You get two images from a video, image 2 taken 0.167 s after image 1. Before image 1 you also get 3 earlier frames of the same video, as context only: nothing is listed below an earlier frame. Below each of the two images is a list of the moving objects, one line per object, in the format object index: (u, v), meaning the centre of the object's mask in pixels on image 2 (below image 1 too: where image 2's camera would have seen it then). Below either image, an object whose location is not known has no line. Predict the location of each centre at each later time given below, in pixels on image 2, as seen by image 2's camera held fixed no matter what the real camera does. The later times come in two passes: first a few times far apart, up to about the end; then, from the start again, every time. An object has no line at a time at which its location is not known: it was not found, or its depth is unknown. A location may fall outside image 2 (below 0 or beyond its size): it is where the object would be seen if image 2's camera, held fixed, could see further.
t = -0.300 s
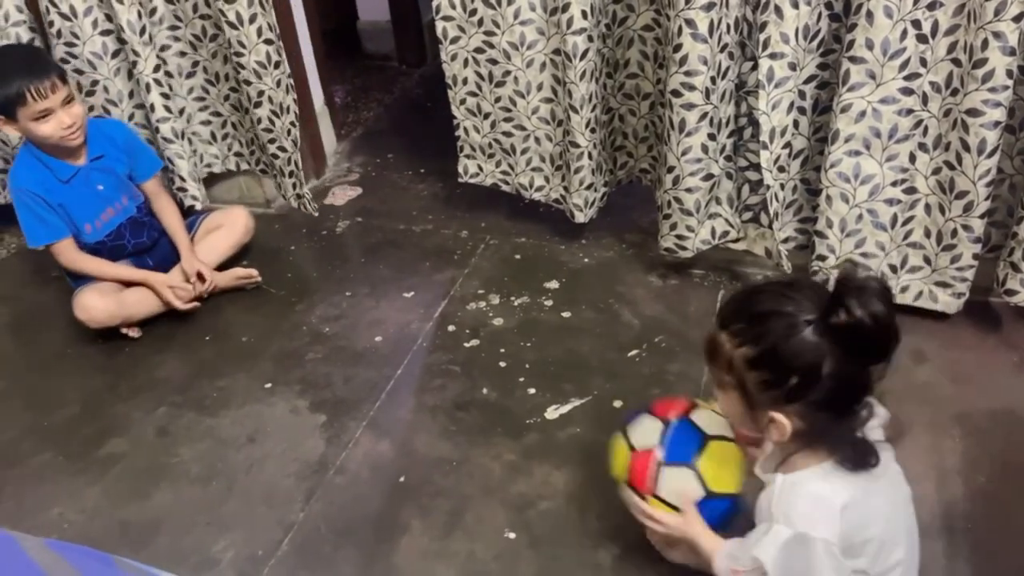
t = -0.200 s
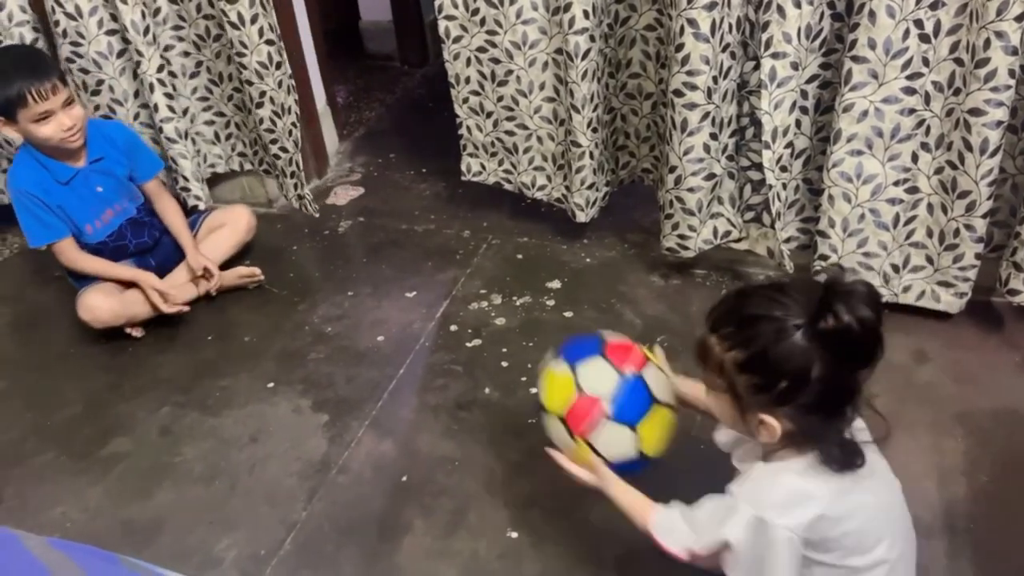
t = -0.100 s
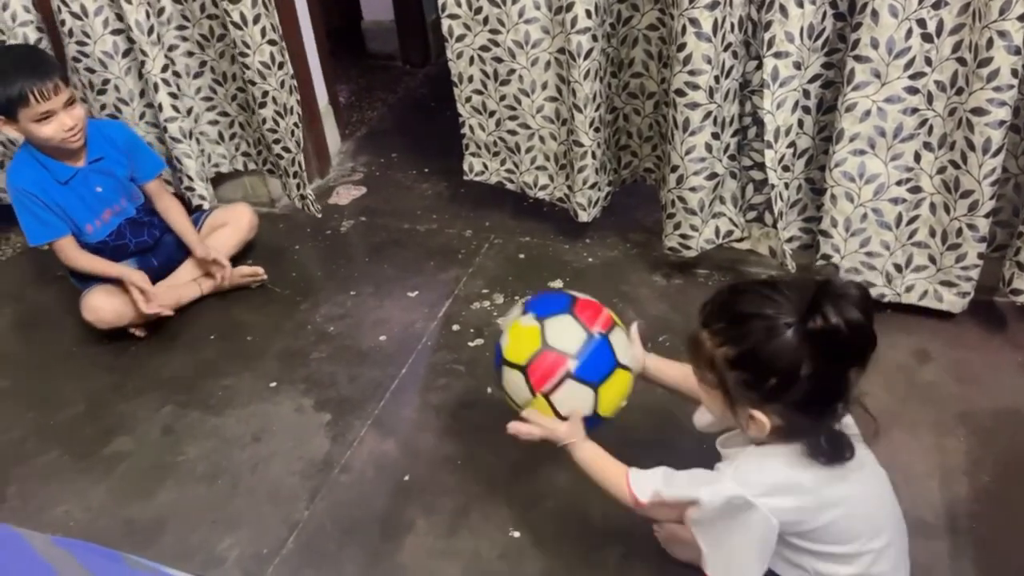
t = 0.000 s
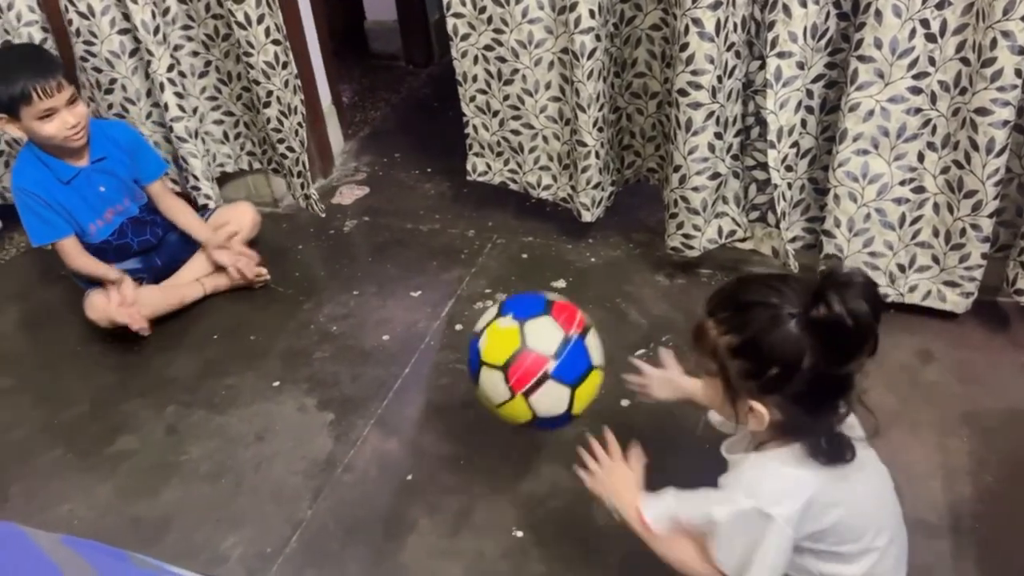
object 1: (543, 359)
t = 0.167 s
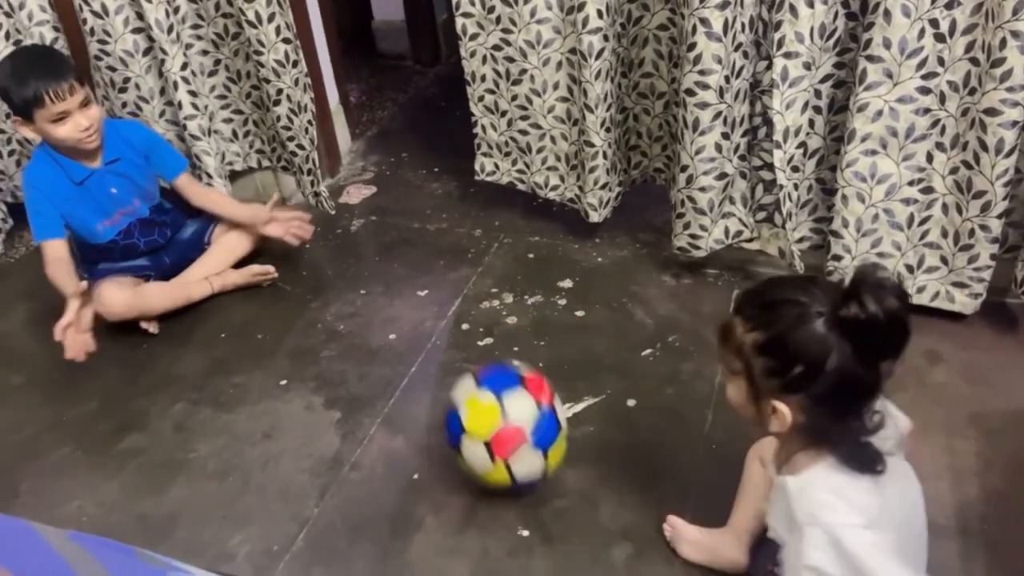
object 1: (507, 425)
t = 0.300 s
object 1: (479, 360)
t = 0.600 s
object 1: (438, 398)
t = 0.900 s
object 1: (368, 420)
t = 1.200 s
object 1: (302, 438)
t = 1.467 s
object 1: (241, 452)
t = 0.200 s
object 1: (498, 401)
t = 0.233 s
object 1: (491, 384)
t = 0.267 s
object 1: (484, 370)
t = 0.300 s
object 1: (479, 360)
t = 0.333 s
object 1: (473, 355)
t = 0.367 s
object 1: (468, 354)
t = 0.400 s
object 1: (464, 358)
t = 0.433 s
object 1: (462, 367)
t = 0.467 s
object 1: (459, 379)
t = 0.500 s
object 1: (458, 397)
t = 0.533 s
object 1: (456, 418)
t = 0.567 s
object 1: (449, 414)
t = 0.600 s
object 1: (438, 398)
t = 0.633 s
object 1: (427, 386)
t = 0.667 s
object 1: (416, 379)
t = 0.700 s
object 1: (408, 375)
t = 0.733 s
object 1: (399, 376)
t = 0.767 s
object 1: (392, 382)
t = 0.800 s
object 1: (386, 391)
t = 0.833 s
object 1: (381, 405)
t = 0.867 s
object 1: (377, 423)
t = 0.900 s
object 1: (368, 420)
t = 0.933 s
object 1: (357, 408)
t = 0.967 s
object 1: (347, 400)
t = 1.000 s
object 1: (337, 398)
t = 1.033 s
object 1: (330, 399)
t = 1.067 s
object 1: (323, 404)
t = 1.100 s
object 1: (318, 414)
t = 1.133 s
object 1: (315, 427)
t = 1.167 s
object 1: (312, 444)
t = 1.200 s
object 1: (302, 438)
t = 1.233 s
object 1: (291, 429)
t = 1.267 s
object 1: (281, 424)
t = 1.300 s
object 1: (273, 424)
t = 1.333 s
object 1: (266, 428)
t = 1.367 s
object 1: (260, 436)
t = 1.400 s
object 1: (256, 449)
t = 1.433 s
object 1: (251, 462)
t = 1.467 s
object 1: (241, 452)
